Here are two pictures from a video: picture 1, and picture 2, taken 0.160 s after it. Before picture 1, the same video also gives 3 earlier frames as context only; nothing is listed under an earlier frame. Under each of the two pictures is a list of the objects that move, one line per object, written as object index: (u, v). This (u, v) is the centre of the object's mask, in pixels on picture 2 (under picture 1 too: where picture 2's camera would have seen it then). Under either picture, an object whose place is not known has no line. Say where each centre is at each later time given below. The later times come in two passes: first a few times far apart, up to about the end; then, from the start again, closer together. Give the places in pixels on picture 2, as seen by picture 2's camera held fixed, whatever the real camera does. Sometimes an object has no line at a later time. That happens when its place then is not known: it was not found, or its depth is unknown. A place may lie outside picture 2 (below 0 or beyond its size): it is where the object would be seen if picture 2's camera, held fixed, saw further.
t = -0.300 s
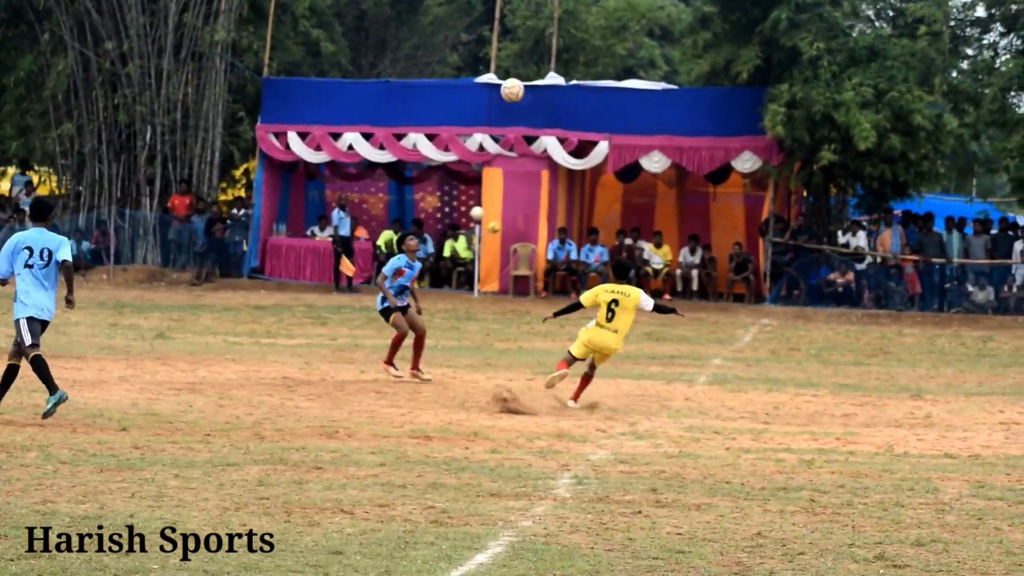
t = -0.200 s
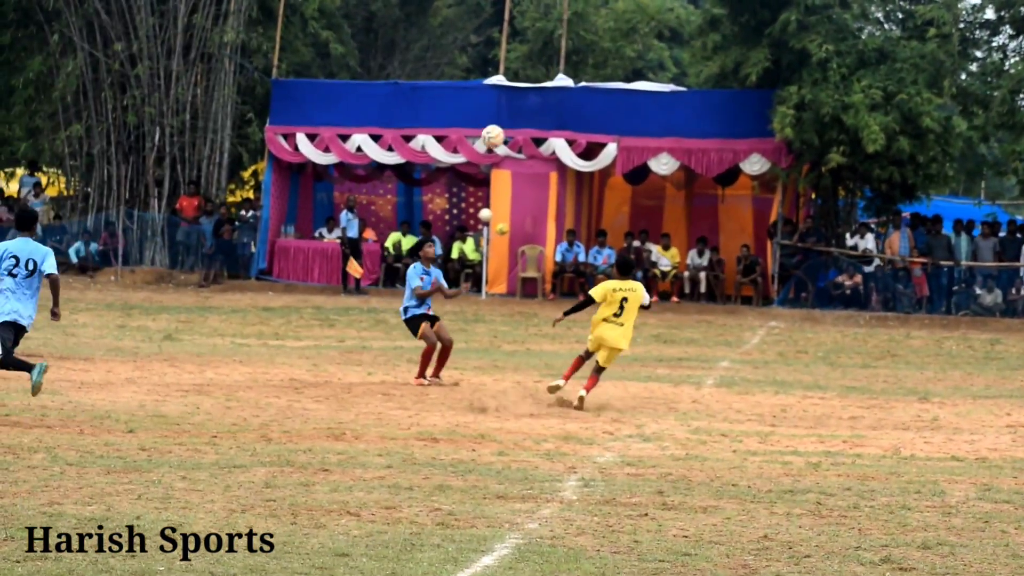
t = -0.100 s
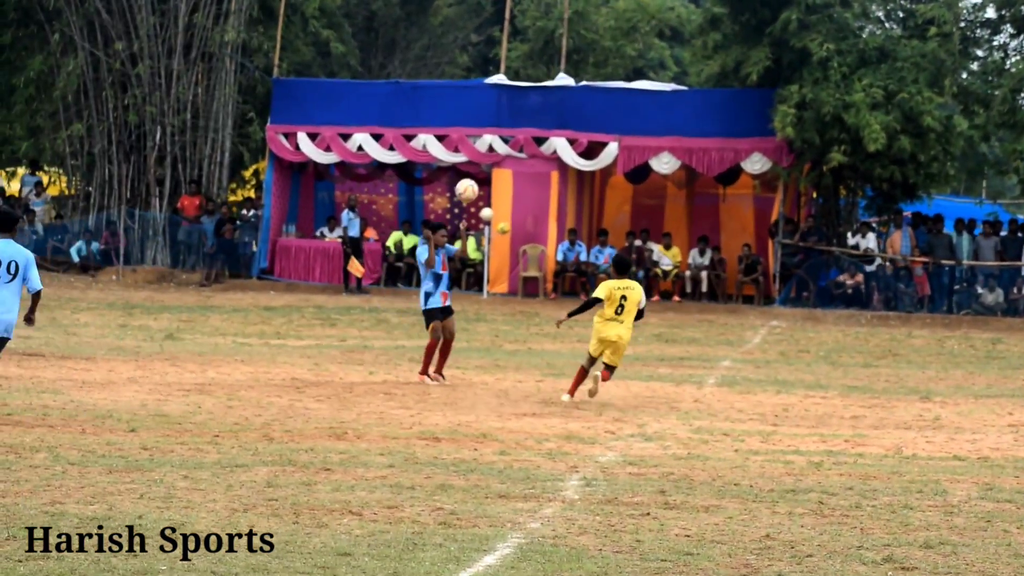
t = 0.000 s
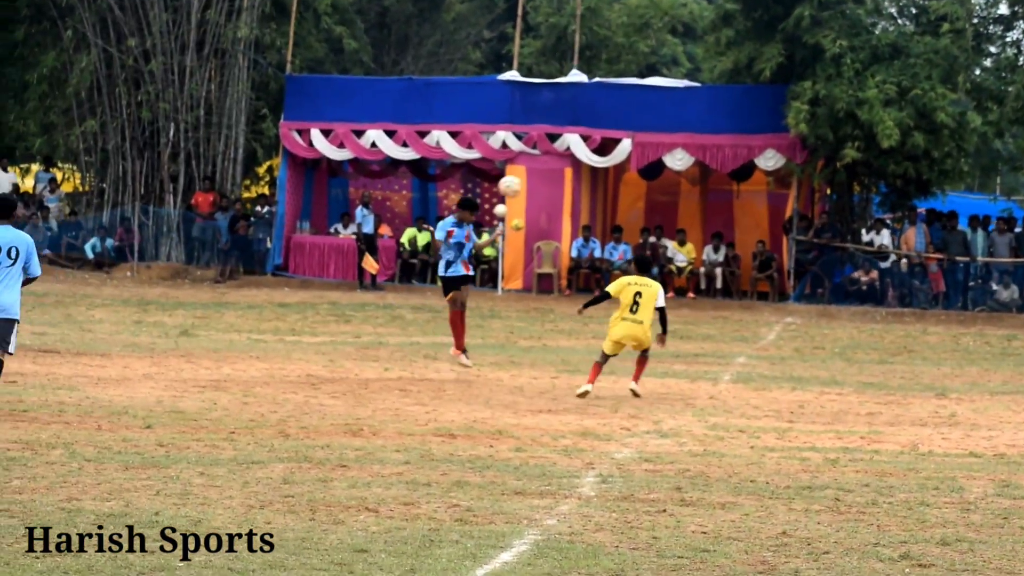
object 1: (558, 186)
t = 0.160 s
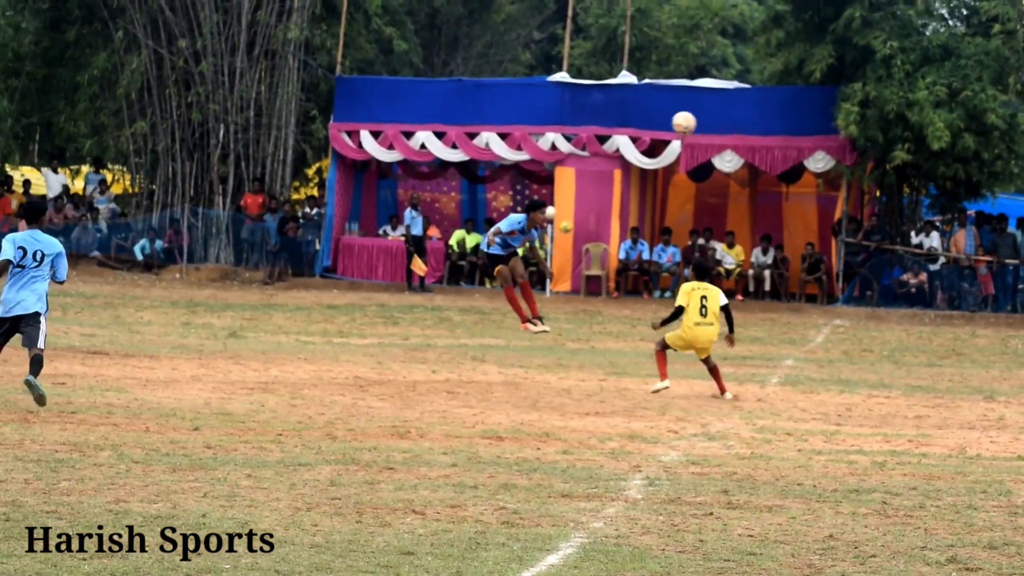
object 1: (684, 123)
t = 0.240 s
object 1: (746, 99)
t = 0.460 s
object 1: (924, 63)
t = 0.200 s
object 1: (714, 111)
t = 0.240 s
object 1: (746, 99)
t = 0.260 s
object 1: (762, 94)
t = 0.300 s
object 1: (794, 84)
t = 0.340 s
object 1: (826, 76)
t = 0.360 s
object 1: (842, 73)
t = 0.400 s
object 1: (875, 68)
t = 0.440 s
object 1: (907, 64)
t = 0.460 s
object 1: (924, 63)
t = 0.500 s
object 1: (957, 62)
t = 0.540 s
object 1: (990, 61)
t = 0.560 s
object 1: (1007, 61)
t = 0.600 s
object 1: (1040, 63)
